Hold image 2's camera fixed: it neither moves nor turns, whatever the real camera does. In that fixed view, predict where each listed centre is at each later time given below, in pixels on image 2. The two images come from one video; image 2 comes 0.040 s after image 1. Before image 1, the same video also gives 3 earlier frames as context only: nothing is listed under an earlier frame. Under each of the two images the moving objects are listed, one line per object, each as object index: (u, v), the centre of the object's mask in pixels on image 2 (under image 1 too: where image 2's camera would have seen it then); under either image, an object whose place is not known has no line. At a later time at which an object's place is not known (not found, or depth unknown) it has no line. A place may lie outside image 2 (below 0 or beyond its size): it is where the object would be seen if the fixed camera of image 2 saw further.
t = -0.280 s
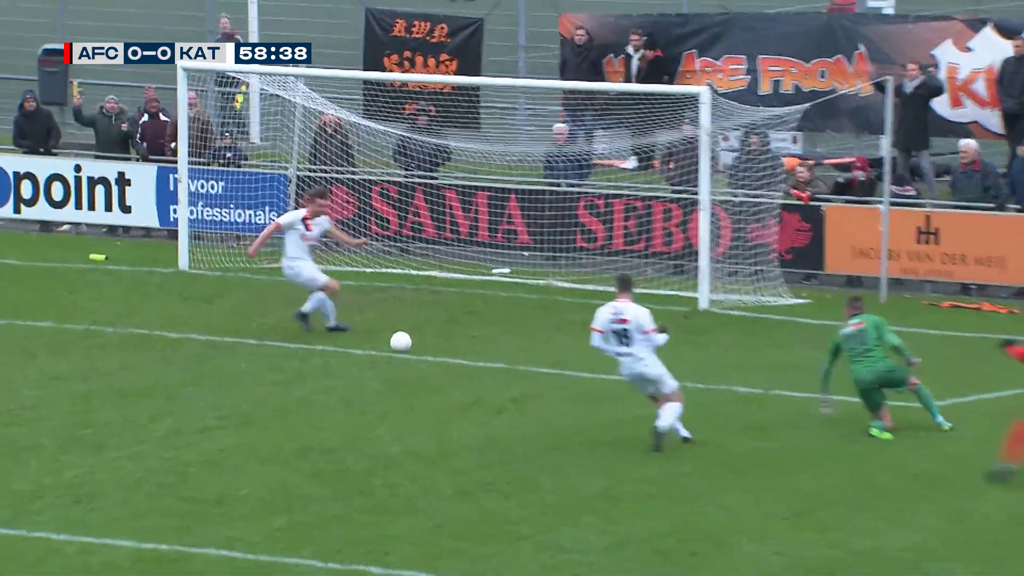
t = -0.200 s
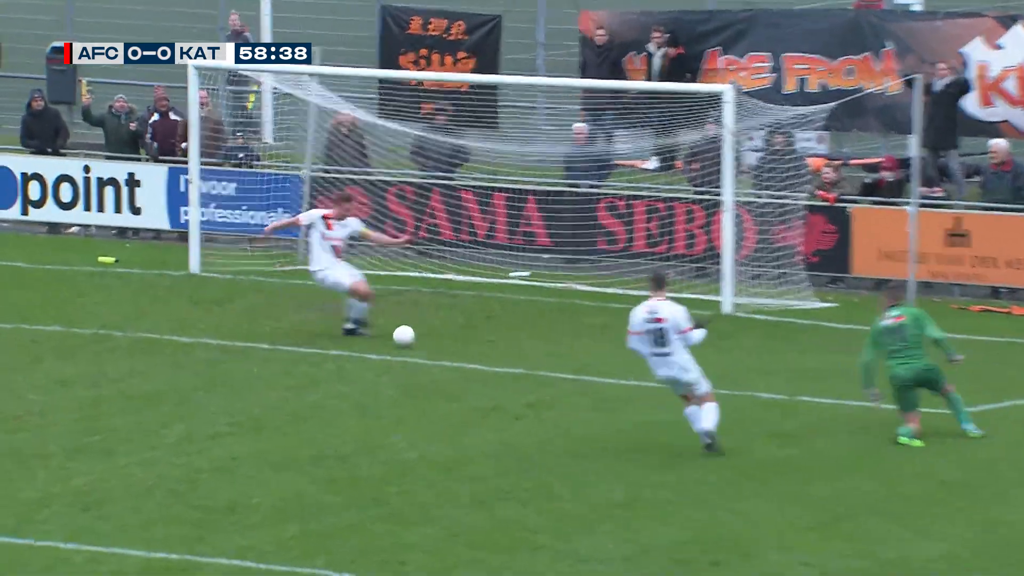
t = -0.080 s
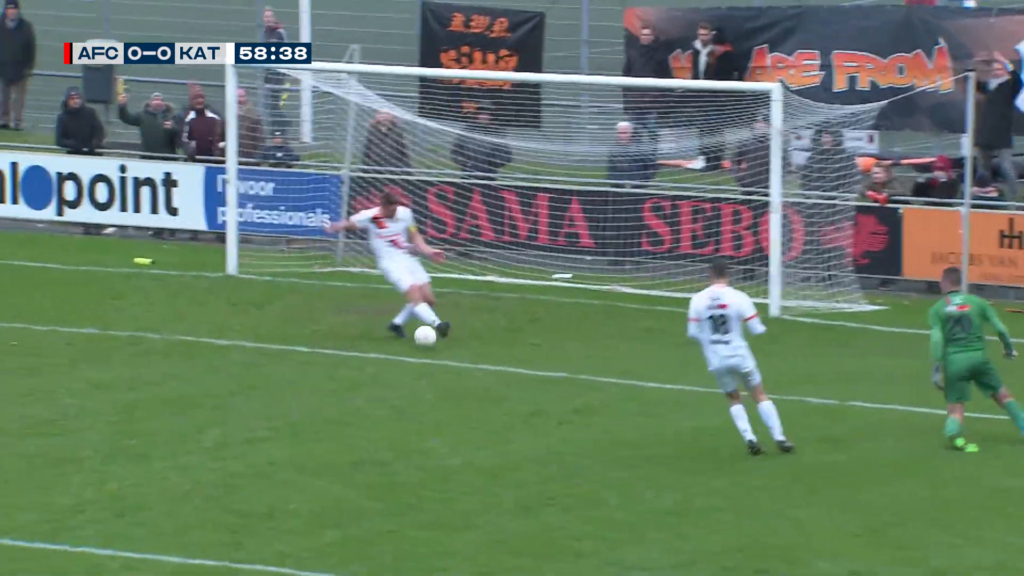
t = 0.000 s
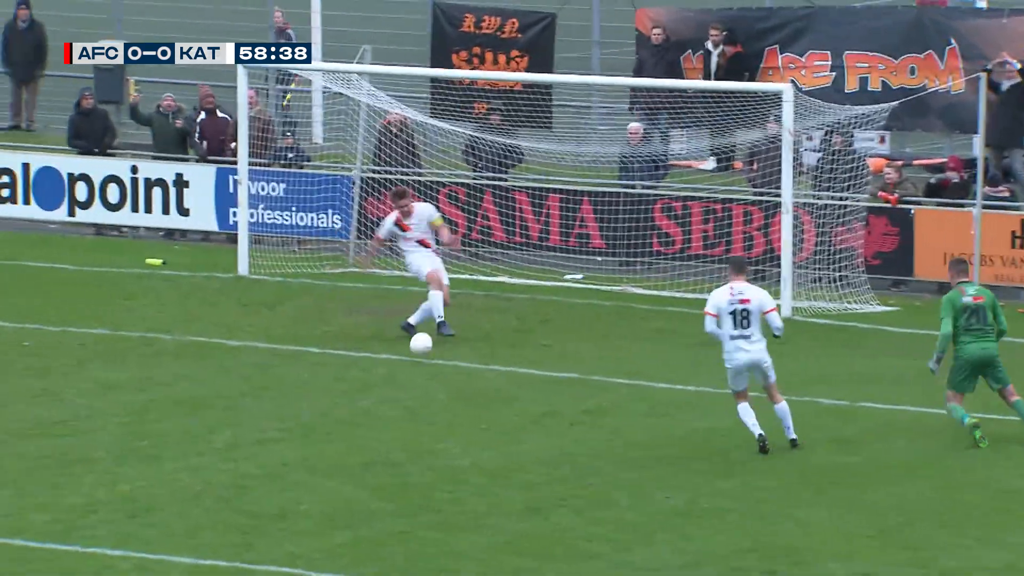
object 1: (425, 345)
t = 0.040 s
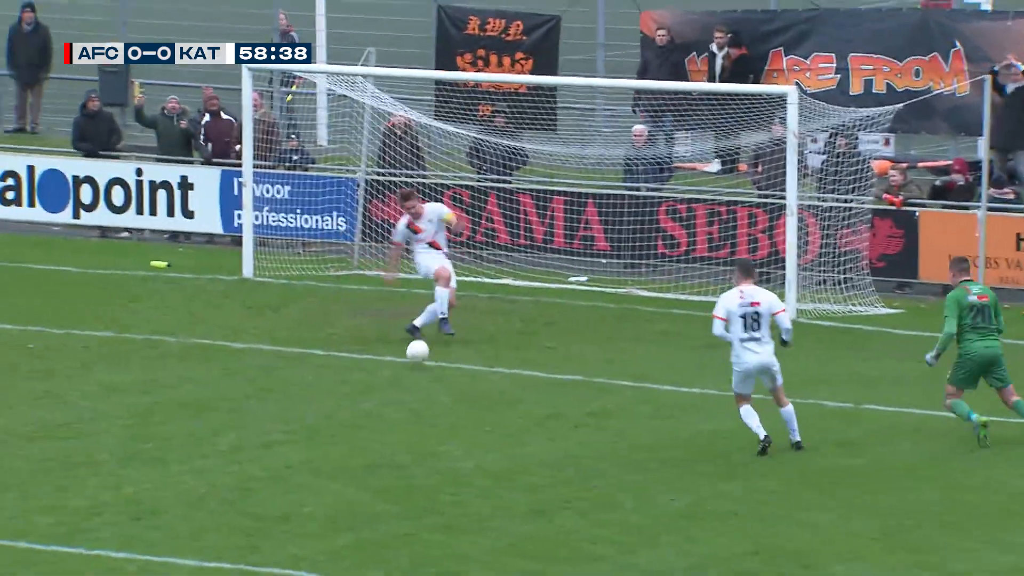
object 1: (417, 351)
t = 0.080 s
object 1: (409, 358)
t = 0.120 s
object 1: (401, 367)
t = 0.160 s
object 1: (391, 371)
